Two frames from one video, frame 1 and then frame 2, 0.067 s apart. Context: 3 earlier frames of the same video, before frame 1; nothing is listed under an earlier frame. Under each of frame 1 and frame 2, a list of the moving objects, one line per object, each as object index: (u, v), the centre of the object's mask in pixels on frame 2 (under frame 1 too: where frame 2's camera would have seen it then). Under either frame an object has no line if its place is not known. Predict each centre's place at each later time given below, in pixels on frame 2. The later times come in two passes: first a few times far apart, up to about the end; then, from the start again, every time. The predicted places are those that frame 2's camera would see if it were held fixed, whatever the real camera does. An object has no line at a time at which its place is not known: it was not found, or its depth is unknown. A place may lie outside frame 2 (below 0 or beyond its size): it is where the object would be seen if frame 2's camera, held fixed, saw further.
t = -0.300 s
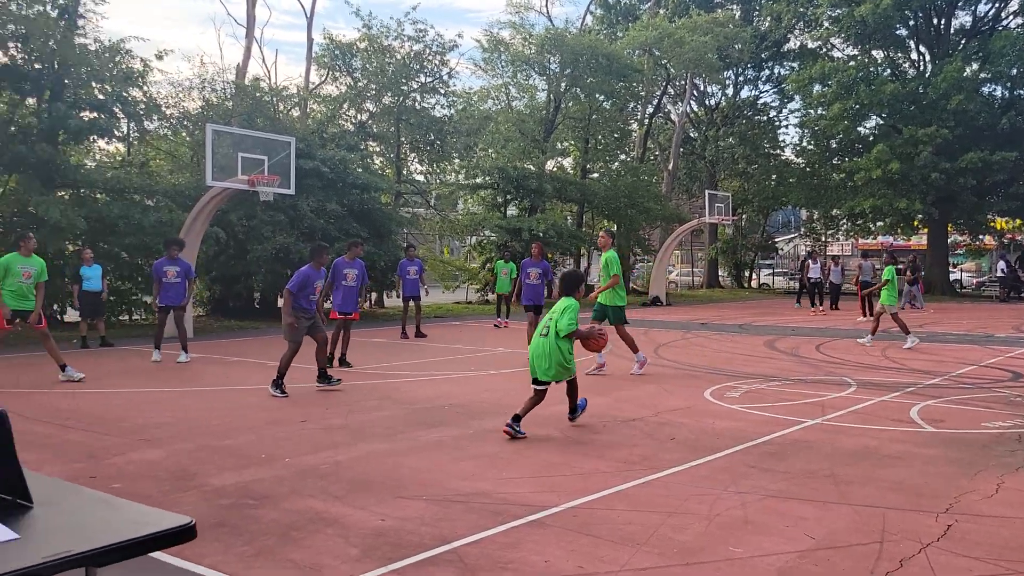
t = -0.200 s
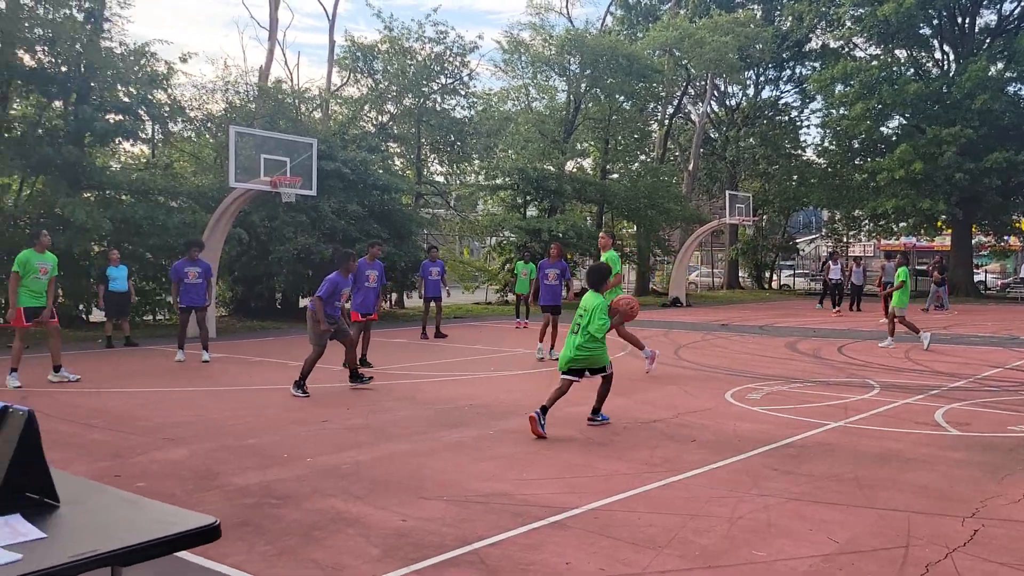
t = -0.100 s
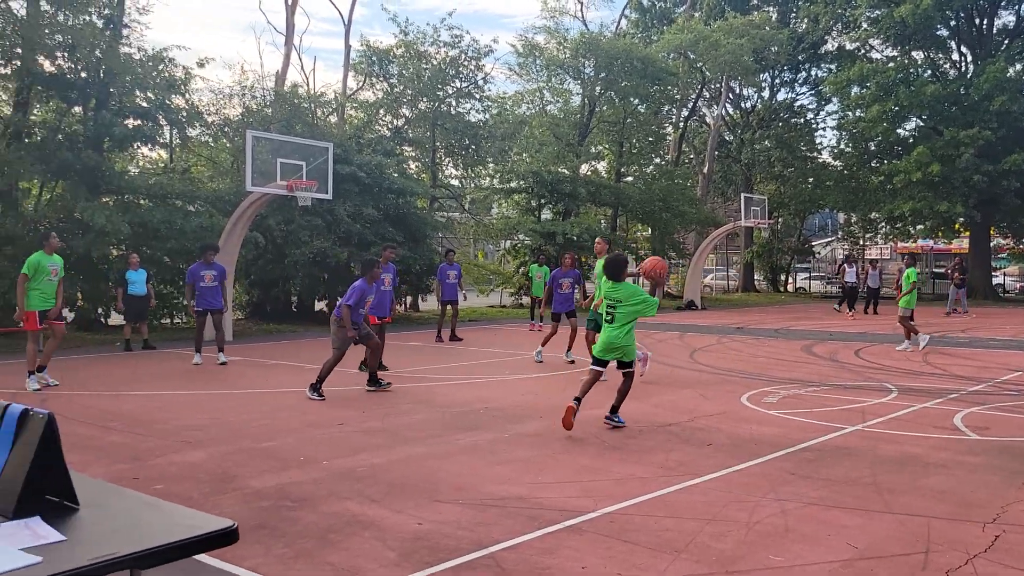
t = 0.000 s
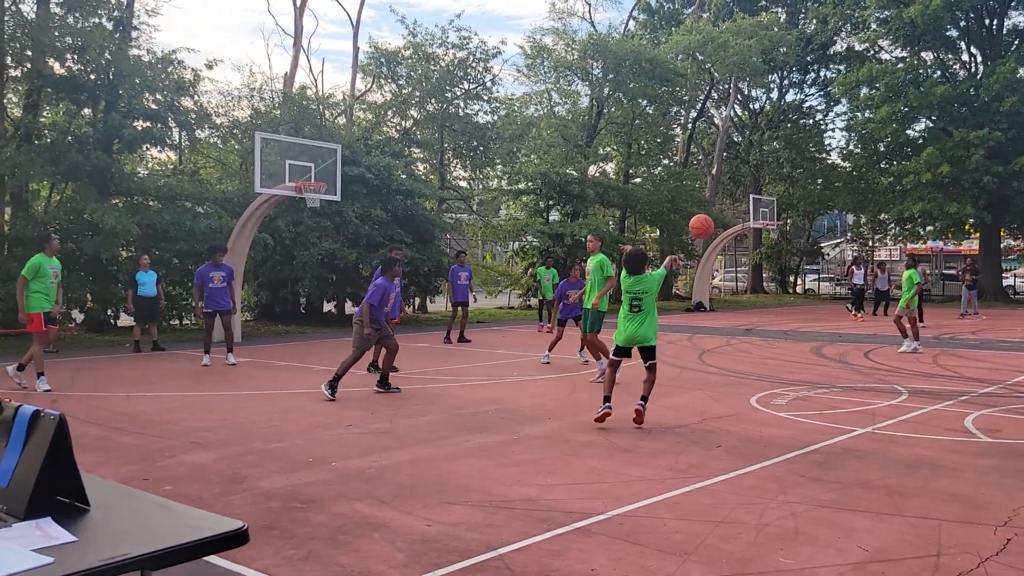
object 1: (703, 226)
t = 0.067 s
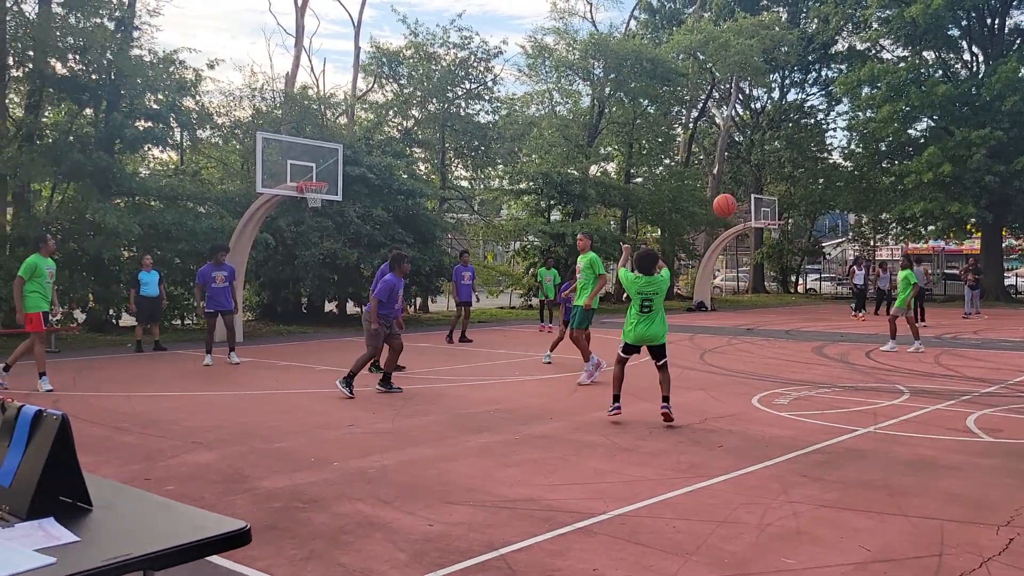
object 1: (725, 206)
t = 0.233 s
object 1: (768, 178)
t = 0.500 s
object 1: (822, 185)
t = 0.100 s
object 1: (734, 197)
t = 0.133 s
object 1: (743, 191)
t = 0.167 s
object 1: (752, 185)
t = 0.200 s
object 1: (760, 181)
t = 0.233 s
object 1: (768, 178)
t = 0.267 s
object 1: (775, 177)
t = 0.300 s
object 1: (783, 175)
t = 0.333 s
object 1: (790, 175)
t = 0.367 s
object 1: (797, 176)
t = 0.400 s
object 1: (803, 177)
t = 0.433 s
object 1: (809, 179)
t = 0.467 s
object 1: (816, 182)
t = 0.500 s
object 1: (822, 185)
